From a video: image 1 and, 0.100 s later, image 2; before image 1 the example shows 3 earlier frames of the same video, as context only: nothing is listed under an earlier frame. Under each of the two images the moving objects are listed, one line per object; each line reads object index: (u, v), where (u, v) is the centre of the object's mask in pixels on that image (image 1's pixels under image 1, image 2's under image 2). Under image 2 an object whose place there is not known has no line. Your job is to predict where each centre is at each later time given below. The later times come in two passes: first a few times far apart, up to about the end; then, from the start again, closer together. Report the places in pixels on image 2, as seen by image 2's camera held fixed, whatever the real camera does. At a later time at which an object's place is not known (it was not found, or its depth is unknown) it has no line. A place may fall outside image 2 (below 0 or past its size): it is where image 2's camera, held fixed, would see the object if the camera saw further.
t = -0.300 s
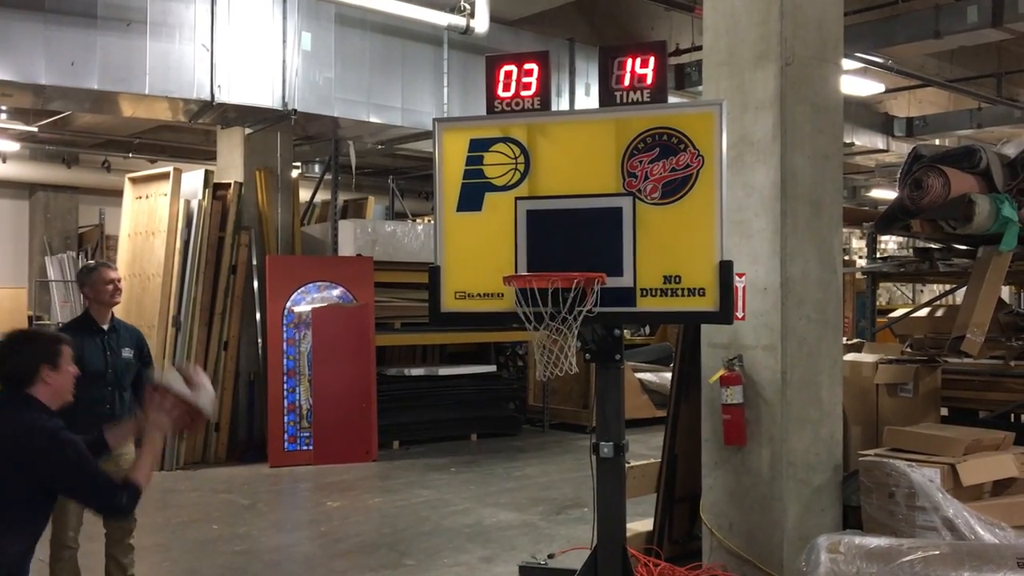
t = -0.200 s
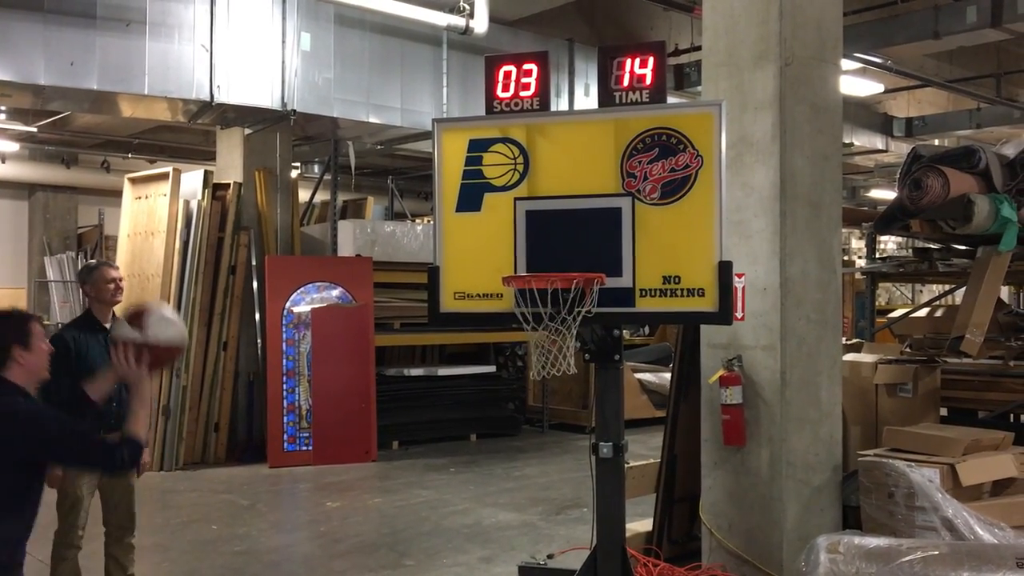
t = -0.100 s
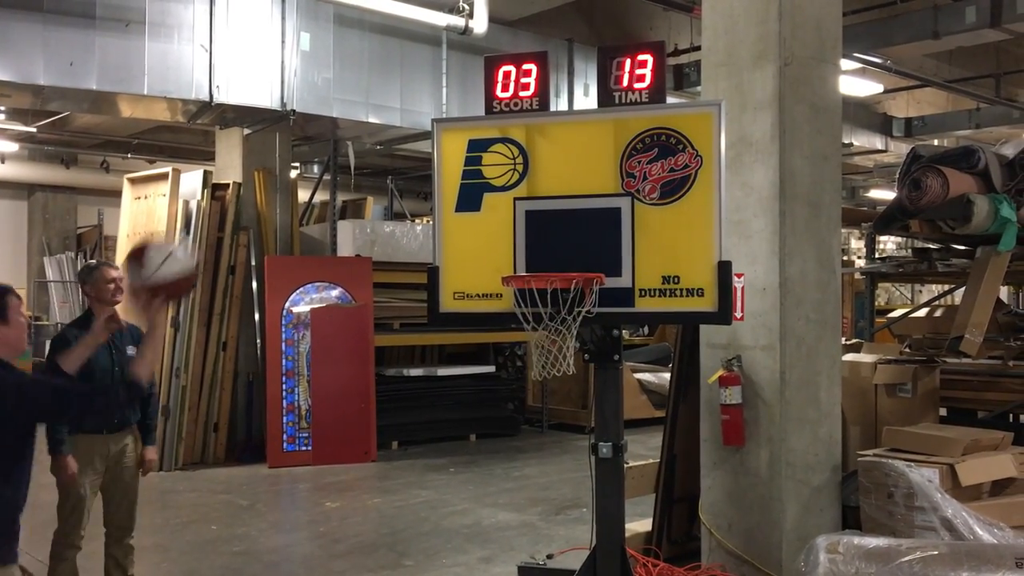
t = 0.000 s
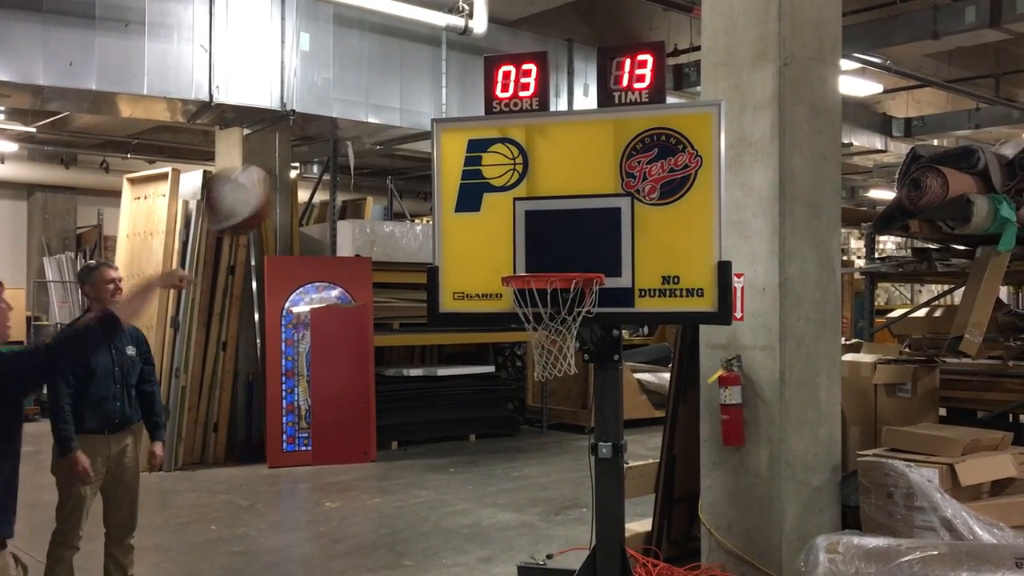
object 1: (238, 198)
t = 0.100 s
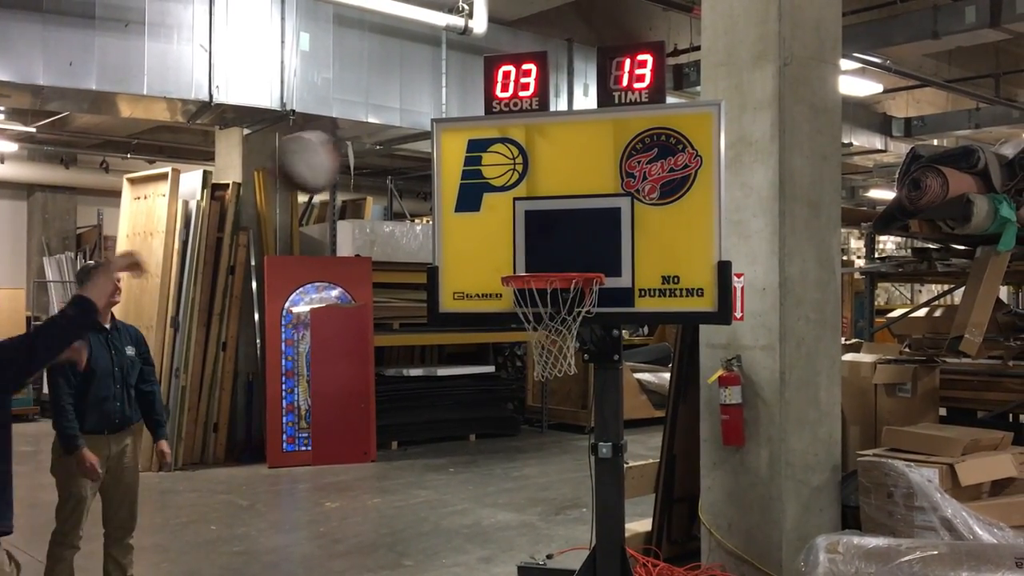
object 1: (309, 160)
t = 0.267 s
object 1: (412, 159)
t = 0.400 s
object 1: (484, 203)
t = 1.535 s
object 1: (627, 557)
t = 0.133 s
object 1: (333, 154)
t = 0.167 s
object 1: (353, 153)
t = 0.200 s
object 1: (374, 153)
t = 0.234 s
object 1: (394, 156)
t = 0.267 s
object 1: (412, 159)
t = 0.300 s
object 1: (431, 167)
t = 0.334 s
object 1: (451, 180)
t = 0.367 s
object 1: (467, 190)
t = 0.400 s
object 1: (484, 203)
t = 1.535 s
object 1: (627, 557)
